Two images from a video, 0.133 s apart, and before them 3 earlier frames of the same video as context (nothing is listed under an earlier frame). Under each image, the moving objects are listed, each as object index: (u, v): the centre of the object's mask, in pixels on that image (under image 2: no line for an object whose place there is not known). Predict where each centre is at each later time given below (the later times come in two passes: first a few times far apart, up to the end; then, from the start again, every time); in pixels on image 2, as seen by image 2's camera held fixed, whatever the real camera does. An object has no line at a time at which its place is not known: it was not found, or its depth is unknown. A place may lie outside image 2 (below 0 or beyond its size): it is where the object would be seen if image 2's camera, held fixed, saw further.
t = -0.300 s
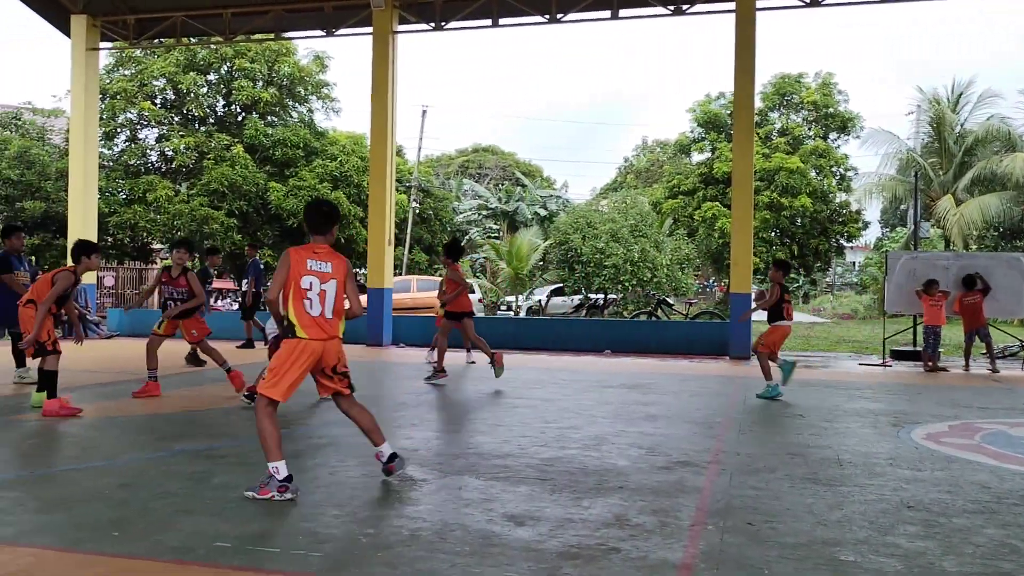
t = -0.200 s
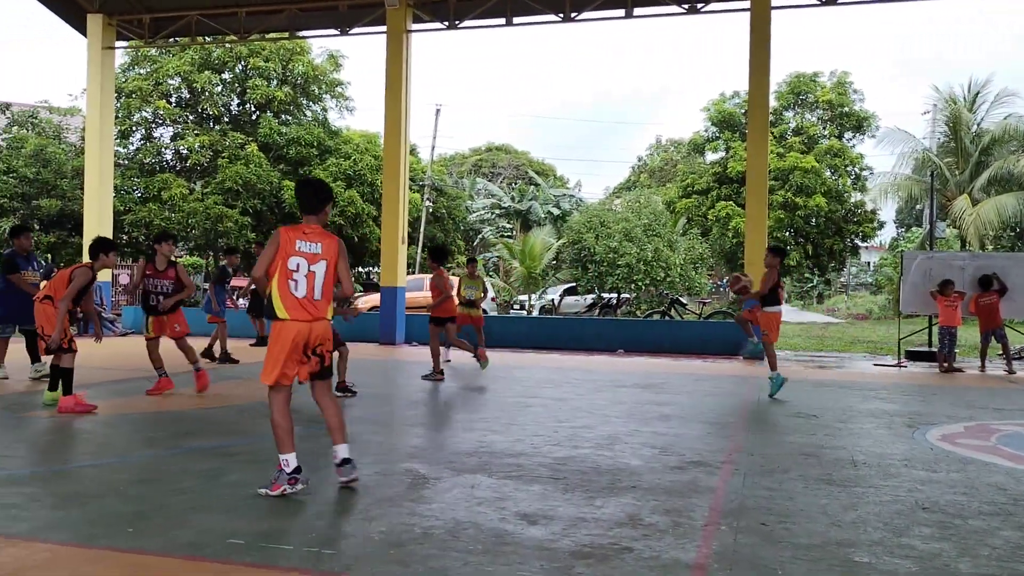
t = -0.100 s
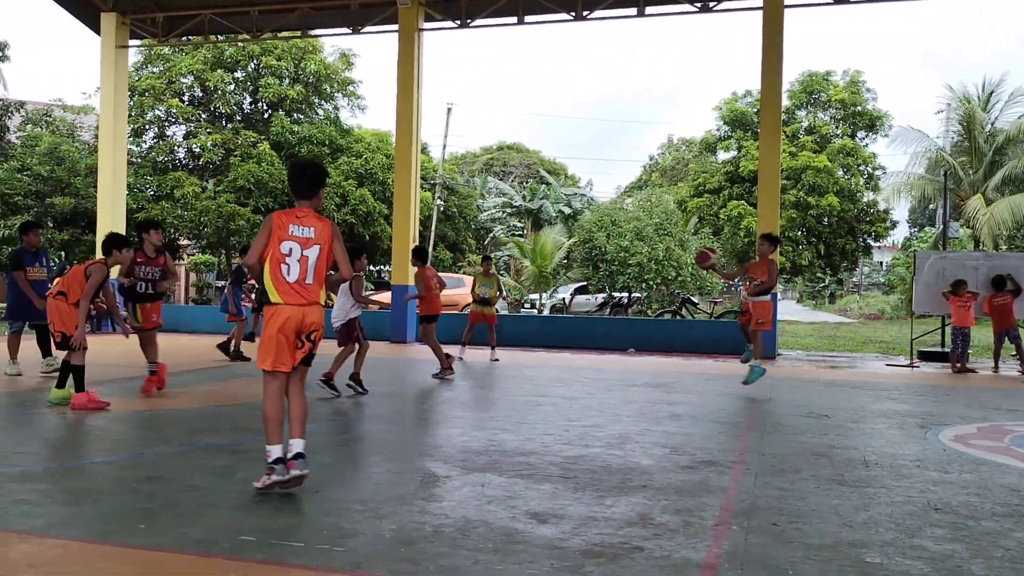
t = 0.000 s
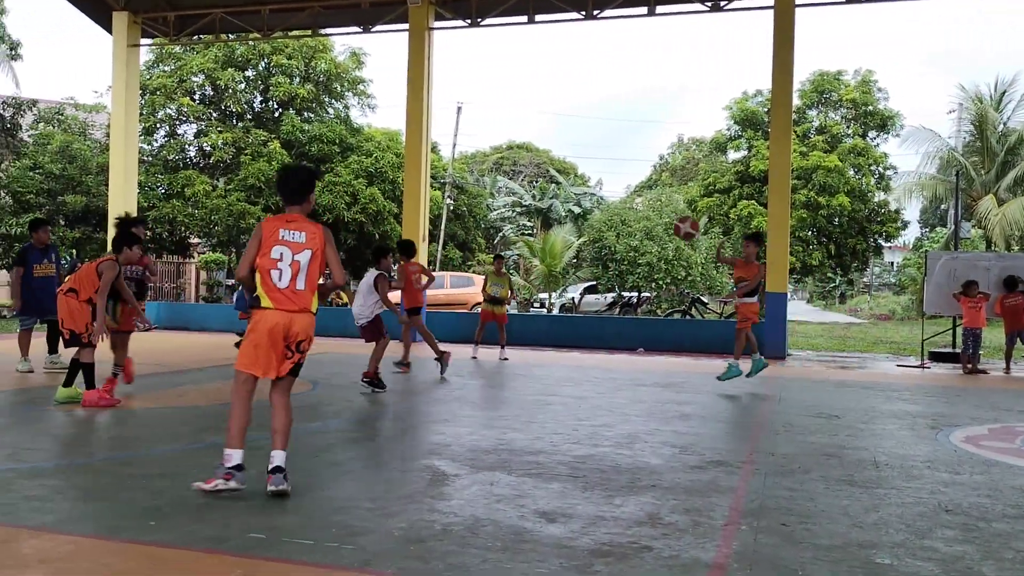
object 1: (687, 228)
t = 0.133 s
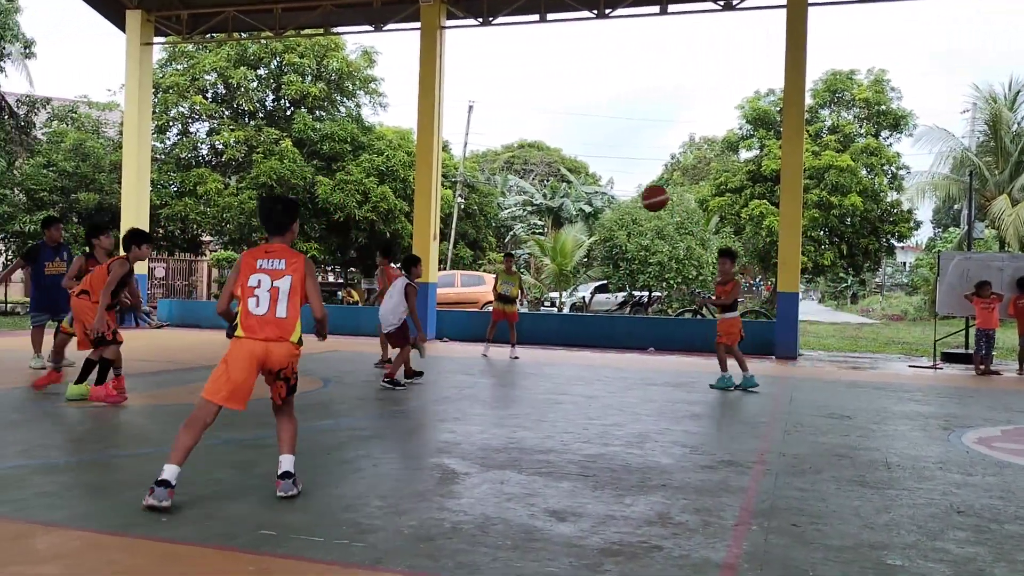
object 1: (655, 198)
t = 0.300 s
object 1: (591, 187)
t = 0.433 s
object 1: (527, 204)
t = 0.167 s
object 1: (643, 194)
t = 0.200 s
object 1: (631, 190)
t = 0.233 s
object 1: (618, 188)
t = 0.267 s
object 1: (604, 187)
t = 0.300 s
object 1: (591, 187)
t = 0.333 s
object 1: (576, 189)
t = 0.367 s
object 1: (561, 192)
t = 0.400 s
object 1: (543, 198)
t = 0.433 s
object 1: (527, 204)
